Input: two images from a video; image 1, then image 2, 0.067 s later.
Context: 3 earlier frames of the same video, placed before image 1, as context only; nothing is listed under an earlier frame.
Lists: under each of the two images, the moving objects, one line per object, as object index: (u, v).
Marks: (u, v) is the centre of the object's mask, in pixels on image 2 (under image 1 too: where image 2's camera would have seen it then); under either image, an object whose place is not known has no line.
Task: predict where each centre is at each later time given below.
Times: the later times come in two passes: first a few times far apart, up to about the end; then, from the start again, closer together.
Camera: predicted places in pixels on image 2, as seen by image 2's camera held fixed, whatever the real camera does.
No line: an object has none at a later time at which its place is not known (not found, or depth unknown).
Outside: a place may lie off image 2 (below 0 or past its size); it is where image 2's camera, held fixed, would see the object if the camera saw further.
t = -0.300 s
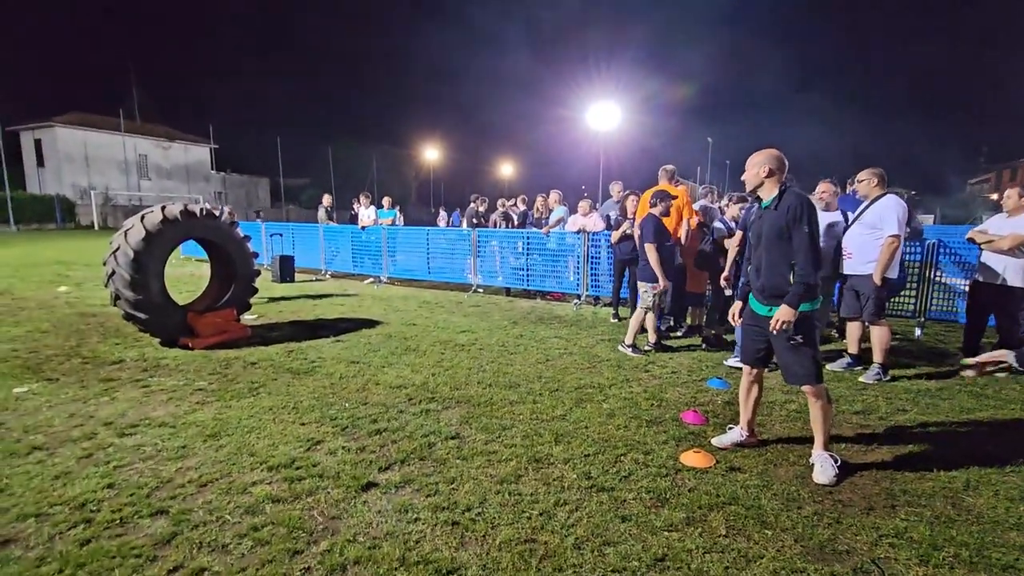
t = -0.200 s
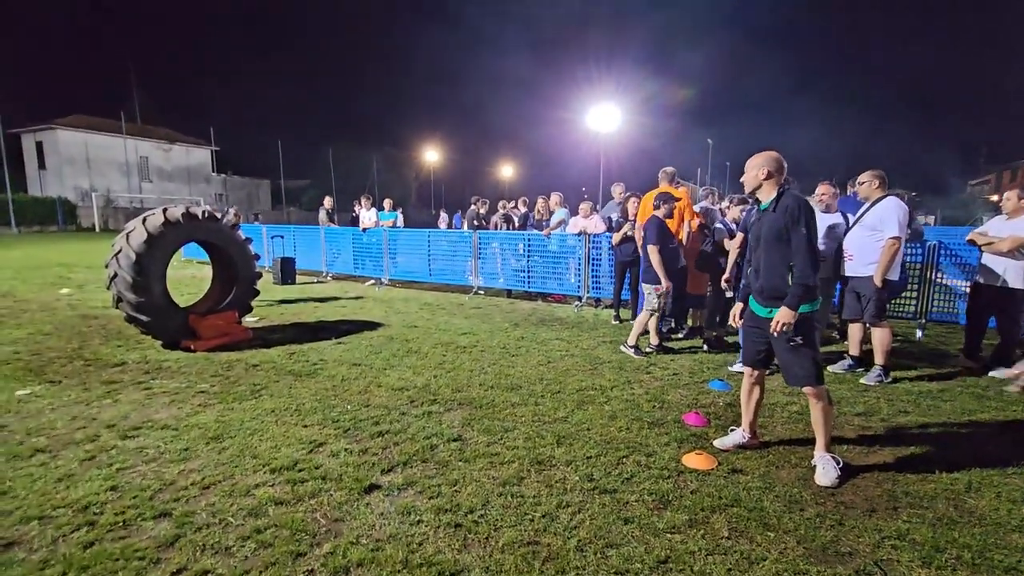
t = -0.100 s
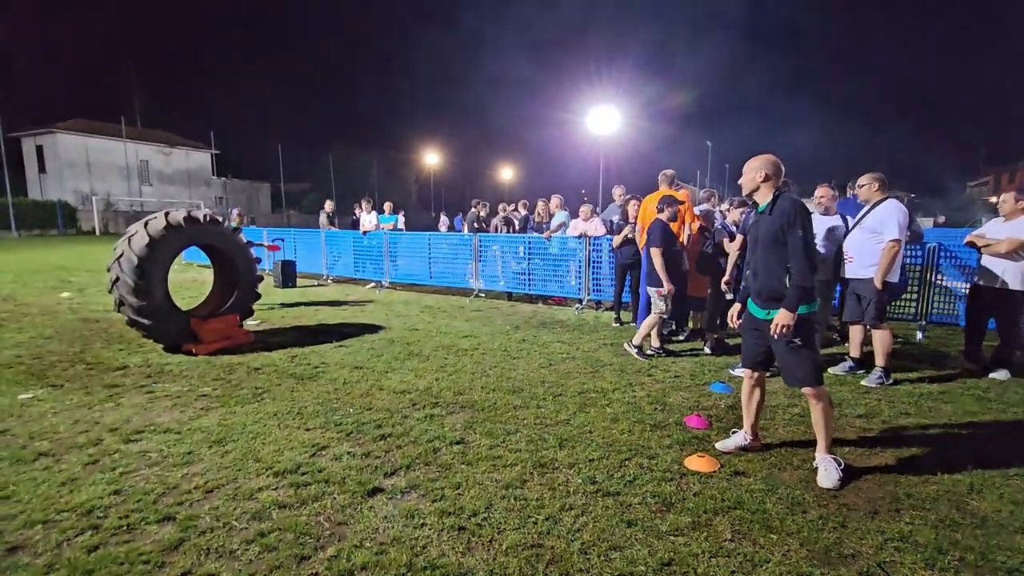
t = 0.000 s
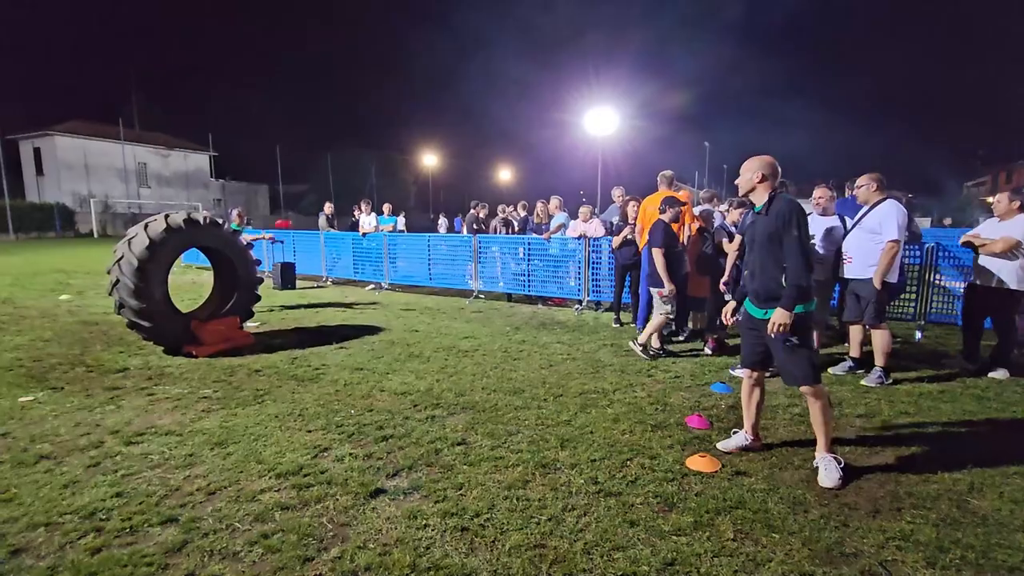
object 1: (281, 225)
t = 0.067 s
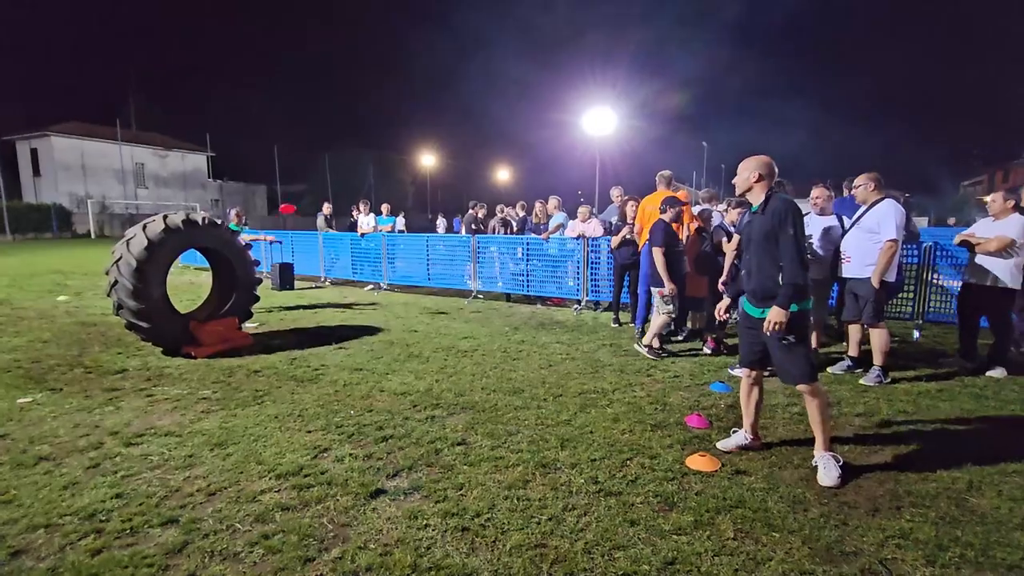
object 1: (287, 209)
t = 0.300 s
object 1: (312, 161)
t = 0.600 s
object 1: (355, 114)
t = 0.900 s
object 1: (419, 101)
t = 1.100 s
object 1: (476, 130)
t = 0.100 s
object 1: (290, 201)
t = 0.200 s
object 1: (301, 181)
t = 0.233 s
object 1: (304, 174)
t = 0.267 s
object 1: (308, 168)
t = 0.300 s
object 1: (312, 161)
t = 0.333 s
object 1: (316, 155)
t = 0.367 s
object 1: (321, 150)
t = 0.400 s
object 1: (325, 144)
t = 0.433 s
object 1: (330, 138)
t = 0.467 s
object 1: (335, 132)
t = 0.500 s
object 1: (340, 127)
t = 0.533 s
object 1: (345, 123)
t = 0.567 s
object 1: (350, 118)
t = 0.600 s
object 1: (355, 114)
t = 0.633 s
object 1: (361, 110)
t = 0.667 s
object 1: (367, 107)
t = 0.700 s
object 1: (374, 104)
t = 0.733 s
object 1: (381, 101)
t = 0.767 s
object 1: (388, 100)
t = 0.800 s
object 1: (395, 99)
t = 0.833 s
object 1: (403, 99)
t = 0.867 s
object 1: (411, 100)
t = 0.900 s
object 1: (419, 101)
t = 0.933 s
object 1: (428, 103)
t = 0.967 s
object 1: (437, 106)
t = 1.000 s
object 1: (447, 110)
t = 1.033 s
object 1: (456, 116)
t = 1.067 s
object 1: (466, 122)
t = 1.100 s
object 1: (476, 130)
